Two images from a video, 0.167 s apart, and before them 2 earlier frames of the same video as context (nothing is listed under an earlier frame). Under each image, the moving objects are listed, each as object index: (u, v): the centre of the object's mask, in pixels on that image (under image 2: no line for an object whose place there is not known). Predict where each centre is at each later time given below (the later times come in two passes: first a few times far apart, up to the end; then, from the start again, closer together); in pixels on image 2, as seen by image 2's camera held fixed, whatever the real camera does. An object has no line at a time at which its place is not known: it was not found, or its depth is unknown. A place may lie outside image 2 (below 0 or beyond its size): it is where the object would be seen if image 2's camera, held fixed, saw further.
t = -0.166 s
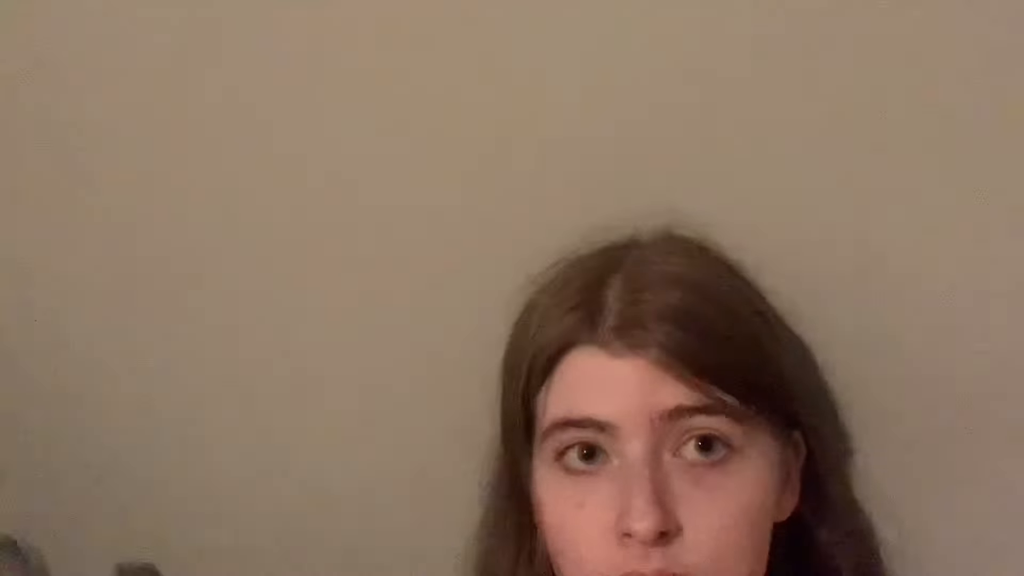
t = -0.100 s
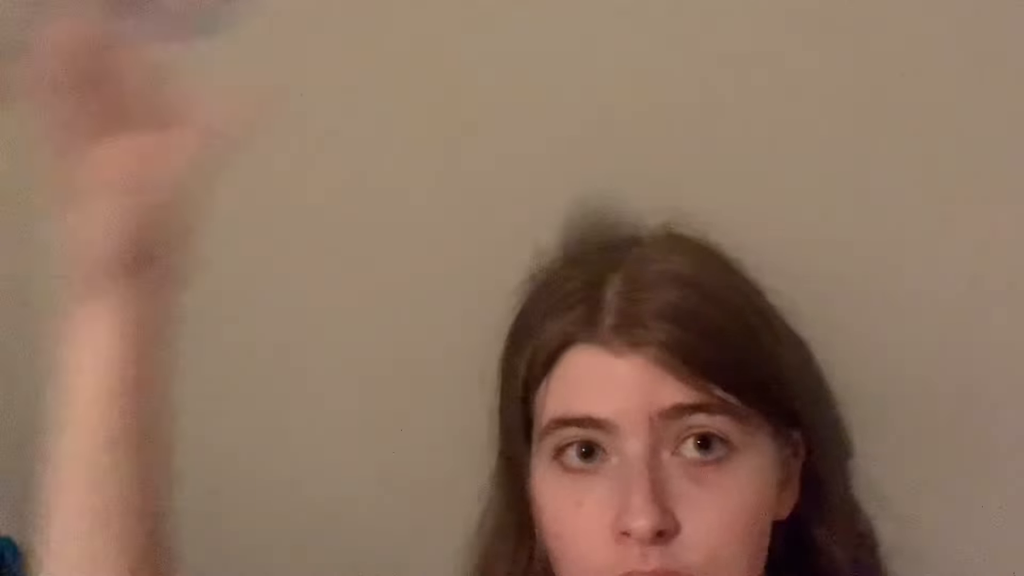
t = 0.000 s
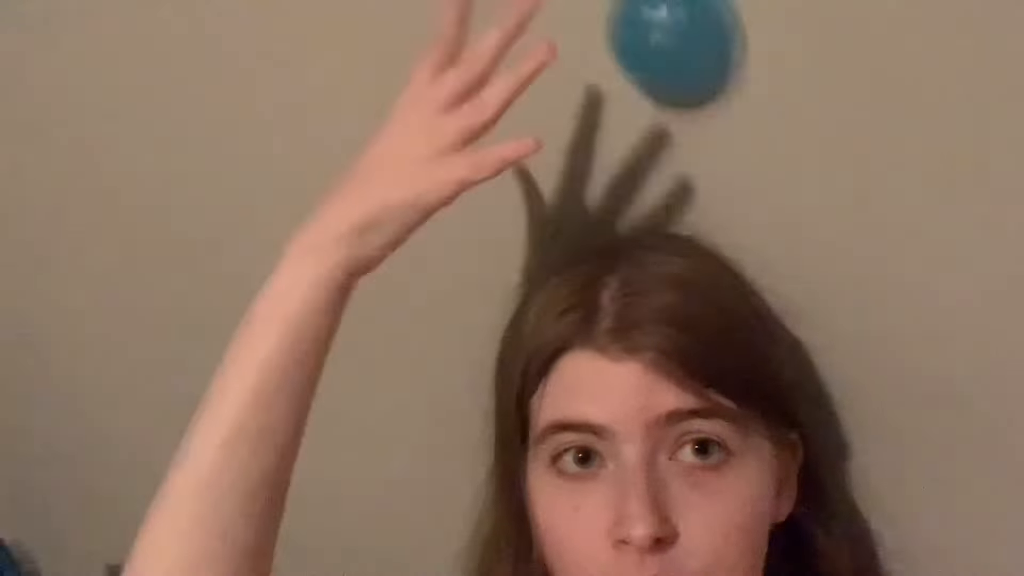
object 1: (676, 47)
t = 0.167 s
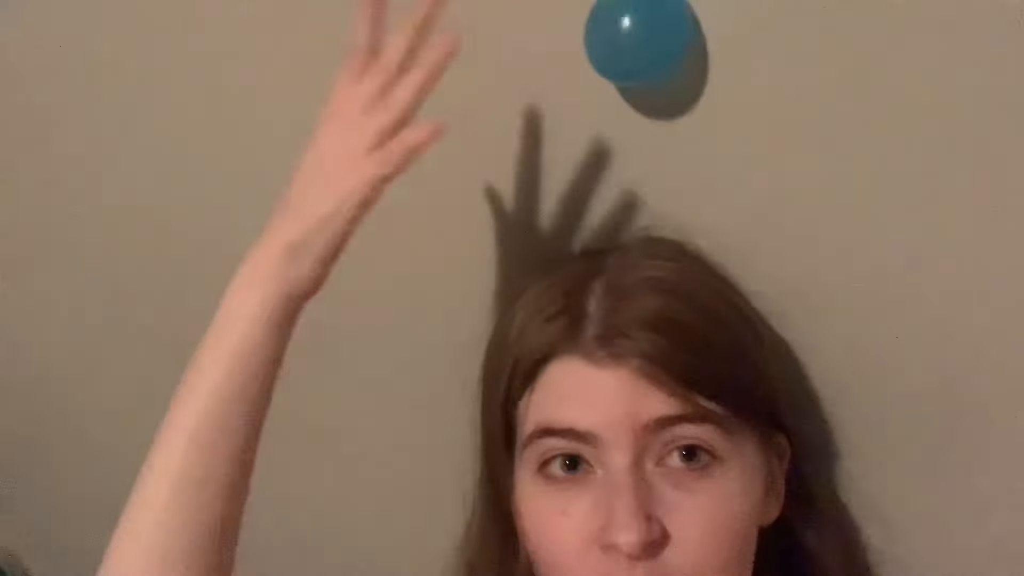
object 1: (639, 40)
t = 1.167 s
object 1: (632, 41)
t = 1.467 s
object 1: (632, 41)
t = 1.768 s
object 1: (633, 41)
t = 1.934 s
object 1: (632, 41)
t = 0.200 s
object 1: (638, 38)
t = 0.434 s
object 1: (636, 41)
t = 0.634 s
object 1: (635, 40)
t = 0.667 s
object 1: (635, 40)
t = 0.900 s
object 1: (633, 41)
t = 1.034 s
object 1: (633, 41)
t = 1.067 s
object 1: (633, 41)
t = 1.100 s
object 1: (632, 41)
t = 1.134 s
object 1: (633, 41)
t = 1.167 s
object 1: (632, 41)
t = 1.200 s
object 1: (633, 41)
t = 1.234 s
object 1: (632, 41)
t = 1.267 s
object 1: (632, 41)
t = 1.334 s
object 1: (632, 41)
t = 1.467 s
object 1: (632, 41)
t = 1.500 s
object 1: (632, 41)
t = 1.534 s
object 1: (632, 41)
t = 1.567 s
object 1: (632, 41)
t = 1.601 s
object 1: (633, 41)
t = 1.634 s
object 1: (632, 41)
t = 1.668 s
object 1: (633, 41)
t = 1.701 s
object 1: (632, 41)
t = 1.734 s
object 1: (633, 42)
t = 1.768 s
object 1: (633, 41)
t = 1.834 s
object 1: (632, 41)
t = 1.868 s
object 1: (632, 41)
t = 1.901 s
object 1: (632, 41)
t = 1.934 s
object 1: (632, 41)
